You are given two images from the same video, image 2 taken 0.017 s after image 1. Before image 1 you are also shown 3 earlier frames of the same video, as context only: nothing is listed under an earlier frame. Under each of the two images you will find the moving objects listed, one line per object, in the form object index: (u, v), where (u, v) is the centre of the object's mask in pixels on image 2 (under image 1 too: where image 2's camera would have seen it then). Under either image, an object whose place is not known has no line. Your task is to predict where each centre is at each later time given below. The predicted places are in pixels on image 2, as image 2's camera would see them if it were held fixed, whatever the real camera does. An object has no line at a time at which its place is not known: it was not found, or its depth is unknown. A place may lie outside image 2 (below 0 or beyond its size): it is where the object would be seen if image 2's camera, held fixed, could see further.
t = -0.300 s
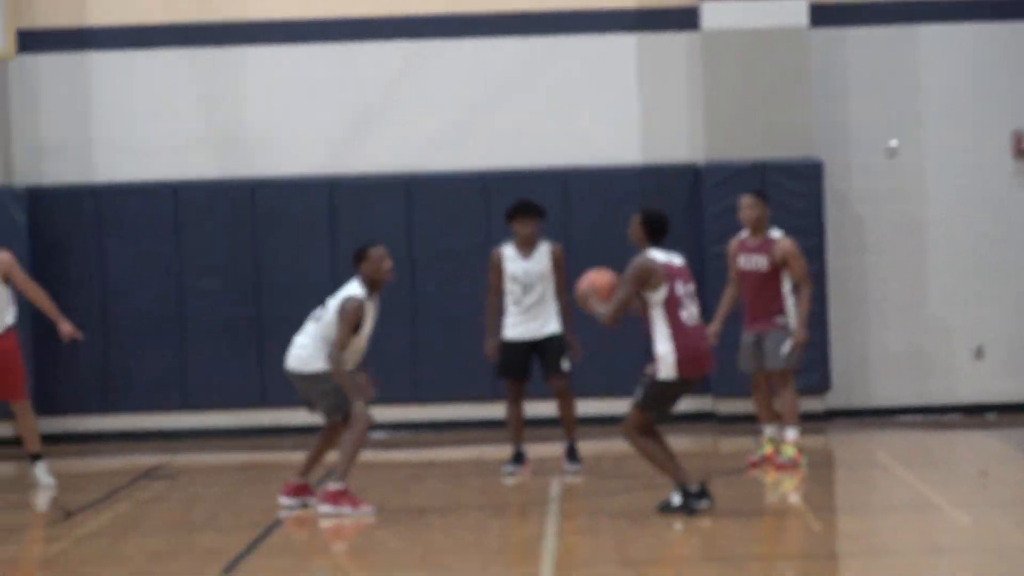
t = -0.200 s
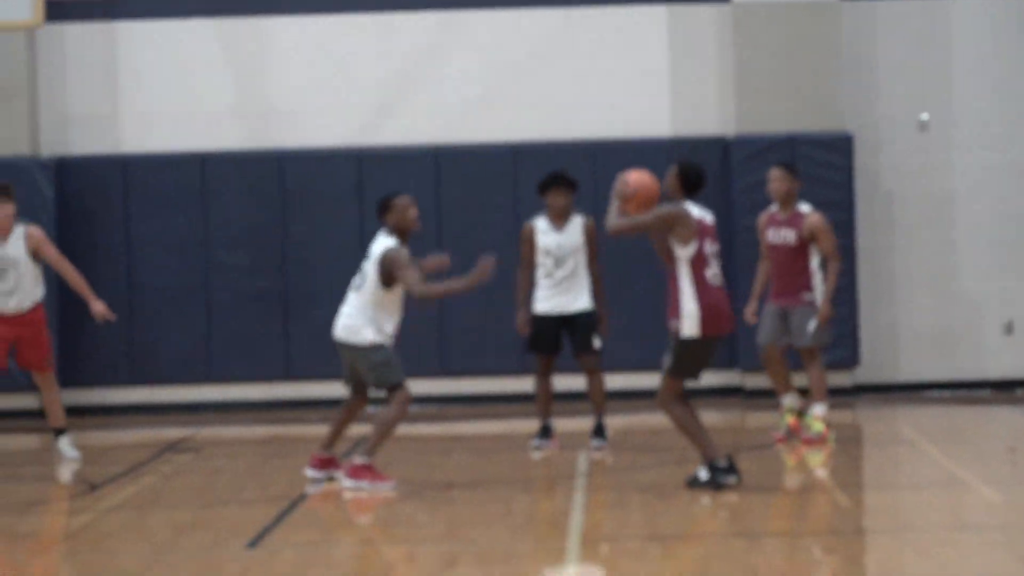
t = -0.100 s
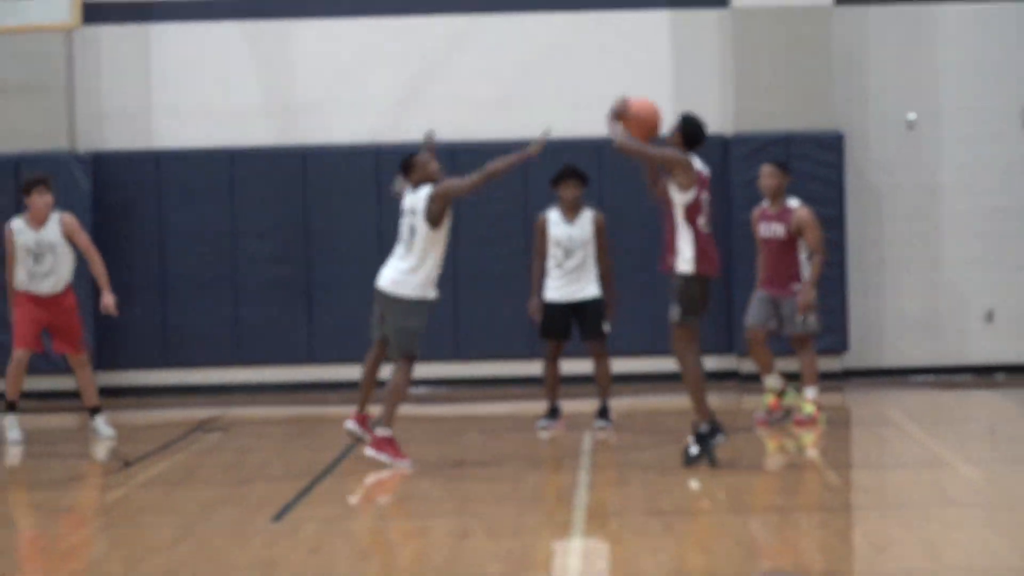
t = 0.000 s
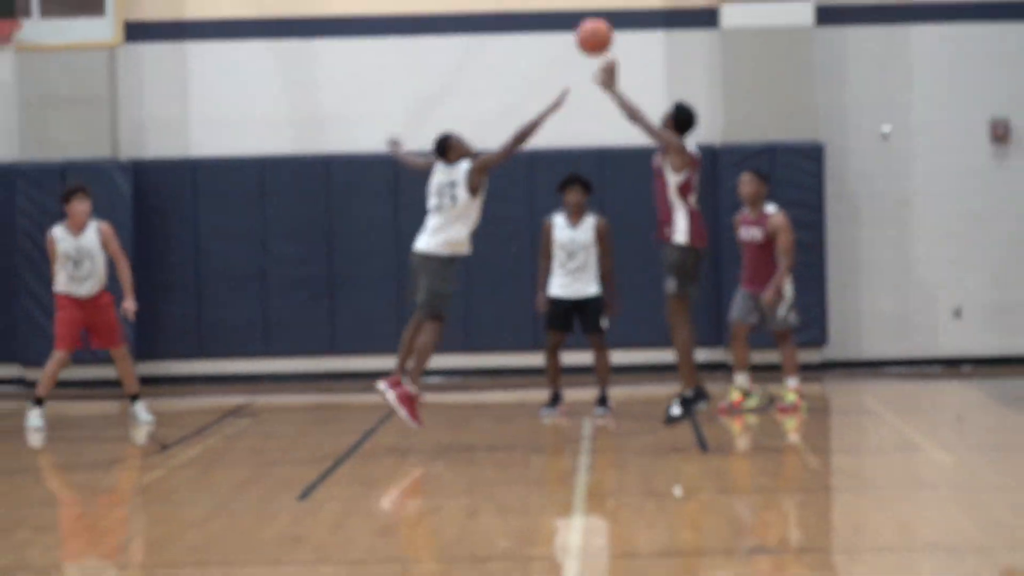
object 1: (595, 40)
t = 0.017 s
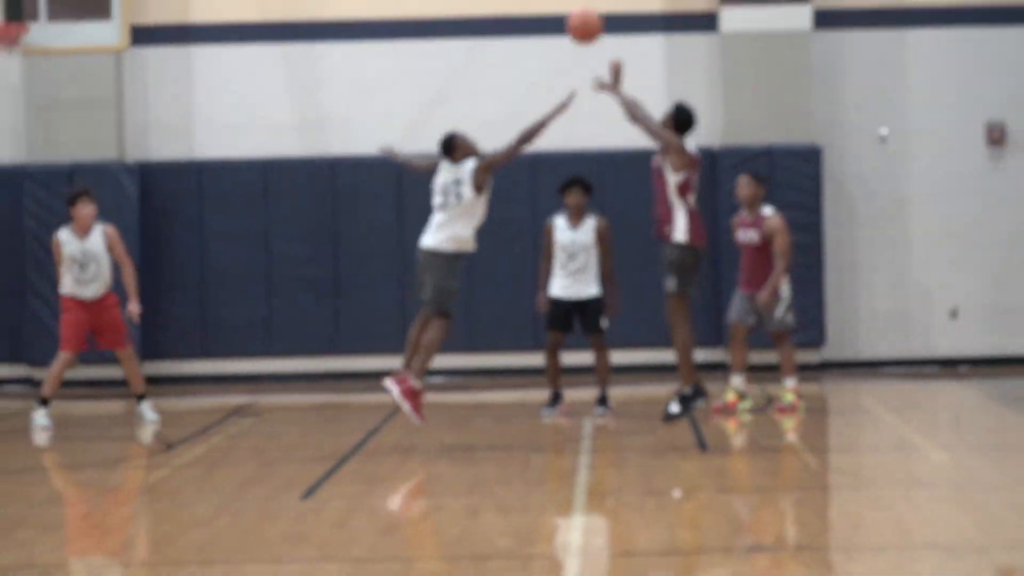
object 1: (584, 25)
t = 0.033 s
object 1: (573, 12)
